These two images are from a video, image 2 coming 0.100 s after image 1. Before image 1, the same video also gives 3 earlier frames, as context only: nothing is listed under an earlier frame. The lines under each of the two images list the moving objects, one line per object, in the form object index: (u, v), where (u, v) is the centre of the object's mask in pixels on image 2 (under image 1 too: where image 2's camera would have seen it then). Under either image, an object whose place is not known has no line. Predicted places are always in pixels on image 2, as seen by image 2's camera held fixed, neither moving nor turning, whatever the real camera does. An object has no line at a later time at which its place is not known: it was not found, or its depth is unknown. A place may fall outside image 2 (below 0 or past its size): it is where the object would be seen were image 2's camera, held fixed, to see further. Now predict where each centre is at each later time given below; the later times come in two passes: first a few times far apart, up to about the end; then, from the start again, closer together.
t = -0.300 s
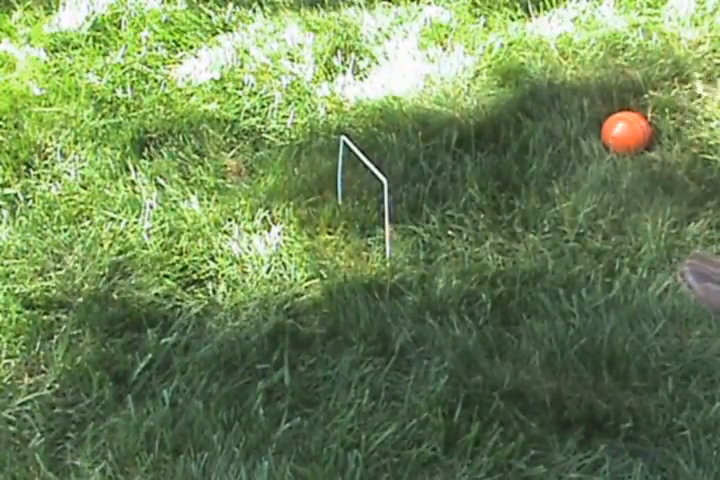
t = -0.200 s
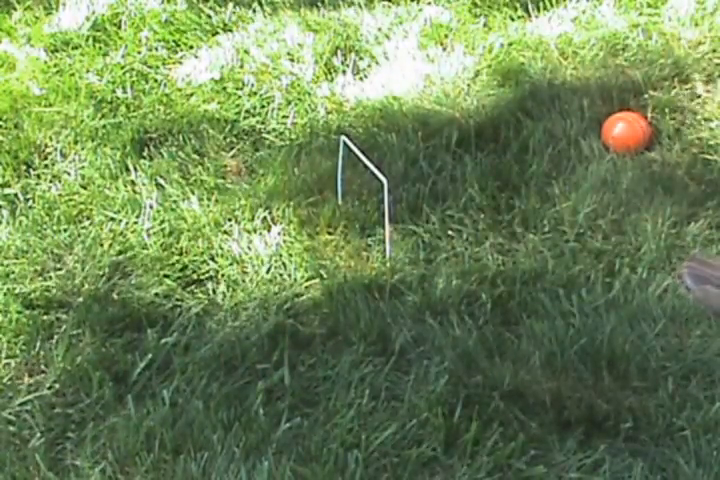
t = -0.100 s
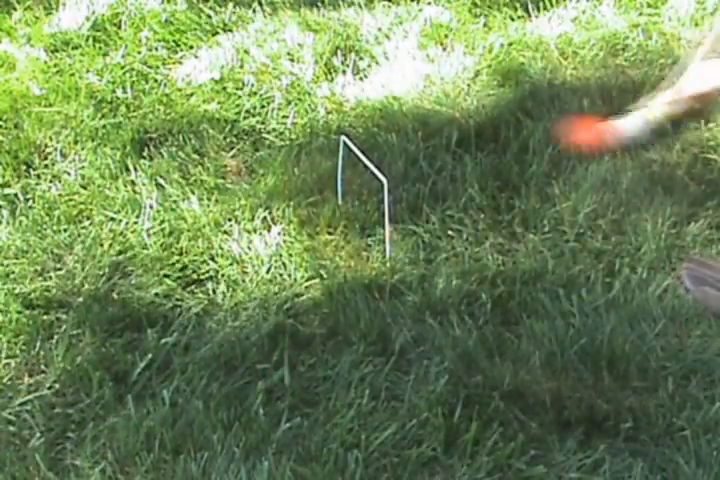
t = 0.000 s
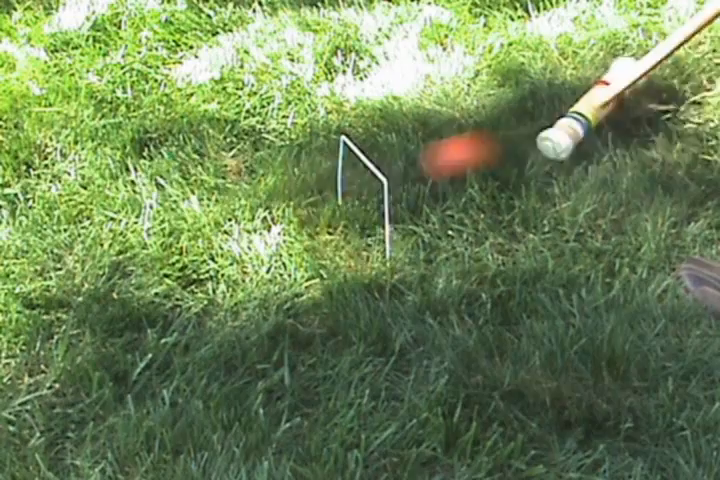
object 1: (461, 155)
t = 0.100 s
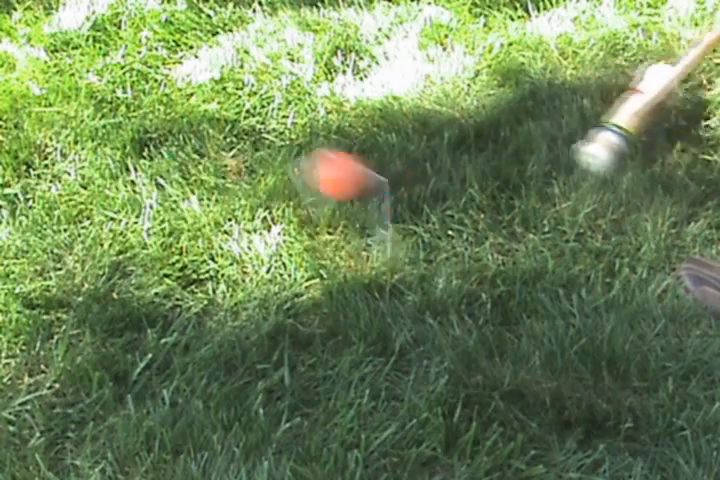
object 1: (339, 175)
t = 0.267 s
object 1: (220, 163)
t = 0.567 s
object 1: (47, 217)
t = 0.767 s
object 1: (6, 224)
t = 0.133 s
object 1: (316, 168)
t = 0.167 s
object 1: (290, 160)
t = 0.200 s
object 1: (261, 156)
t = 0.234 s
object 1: (241, 157)
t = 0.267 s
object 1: (220, 163)
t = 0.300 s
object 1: (197, 174)
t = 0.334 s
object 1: (175, 189)
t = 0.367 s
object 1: (155, 198)
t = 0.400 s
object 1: (134, 194)
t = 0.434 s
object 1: (117, 193)
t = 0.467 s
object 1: (98, 195)
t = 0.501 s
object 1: (82, 202)
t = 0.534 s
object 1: (64, 212)
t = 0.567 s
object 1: (47, 217)
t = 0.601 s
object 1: (32, 217)
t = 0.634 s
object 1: (25, 217)
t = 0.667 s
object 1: (18, 218)
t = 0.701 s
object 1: (12, 219)
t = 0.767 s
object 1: (6, 224)
